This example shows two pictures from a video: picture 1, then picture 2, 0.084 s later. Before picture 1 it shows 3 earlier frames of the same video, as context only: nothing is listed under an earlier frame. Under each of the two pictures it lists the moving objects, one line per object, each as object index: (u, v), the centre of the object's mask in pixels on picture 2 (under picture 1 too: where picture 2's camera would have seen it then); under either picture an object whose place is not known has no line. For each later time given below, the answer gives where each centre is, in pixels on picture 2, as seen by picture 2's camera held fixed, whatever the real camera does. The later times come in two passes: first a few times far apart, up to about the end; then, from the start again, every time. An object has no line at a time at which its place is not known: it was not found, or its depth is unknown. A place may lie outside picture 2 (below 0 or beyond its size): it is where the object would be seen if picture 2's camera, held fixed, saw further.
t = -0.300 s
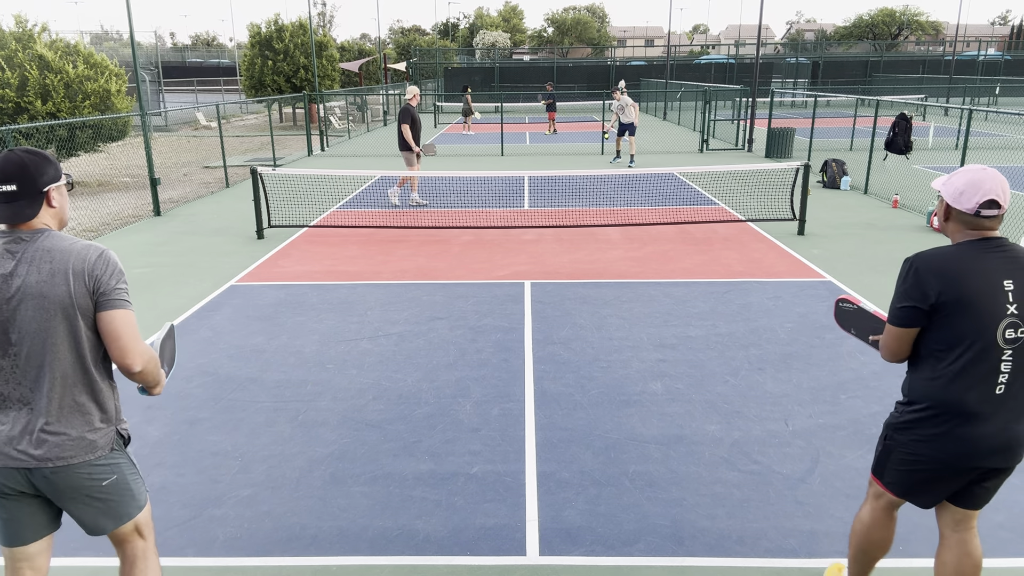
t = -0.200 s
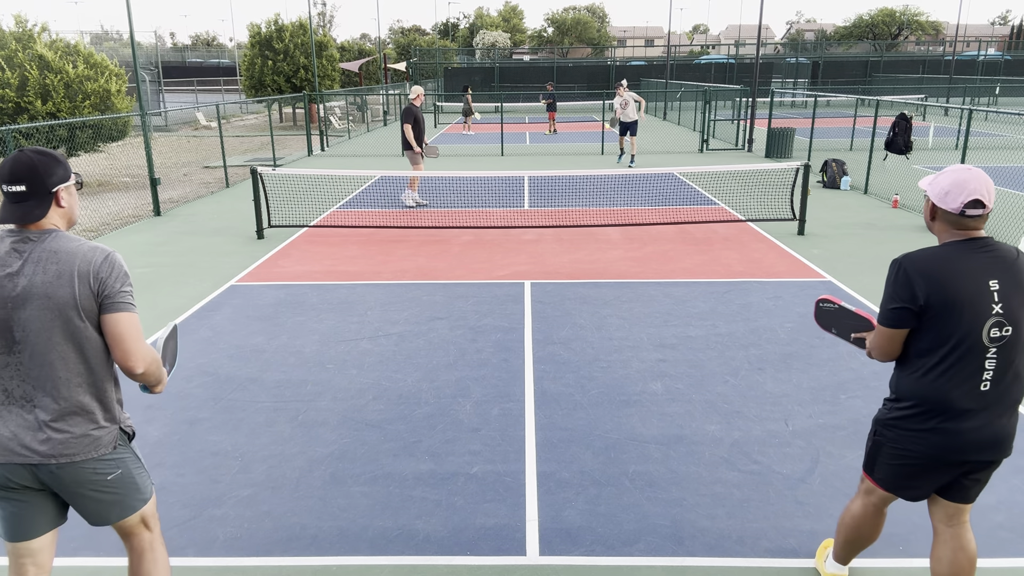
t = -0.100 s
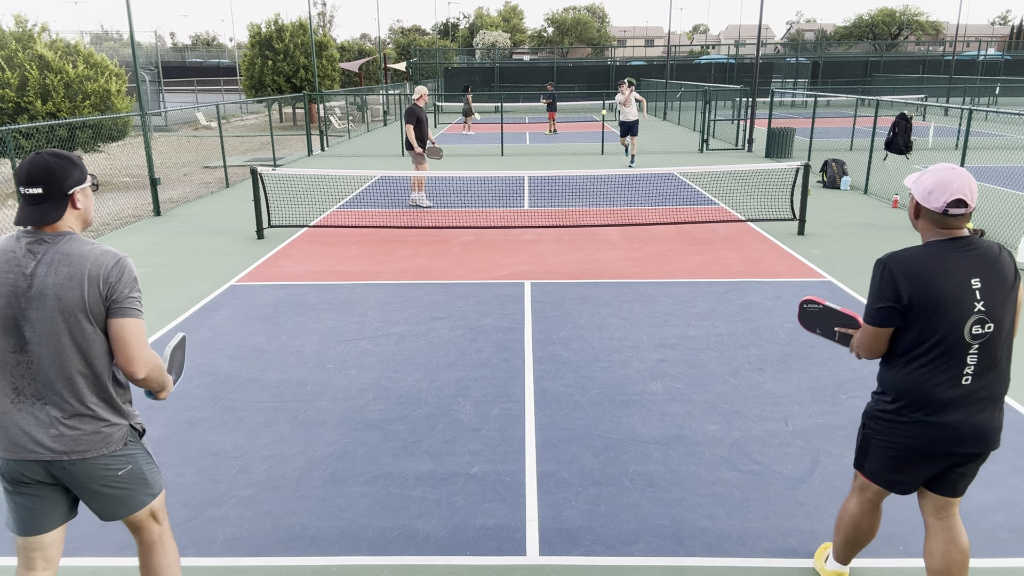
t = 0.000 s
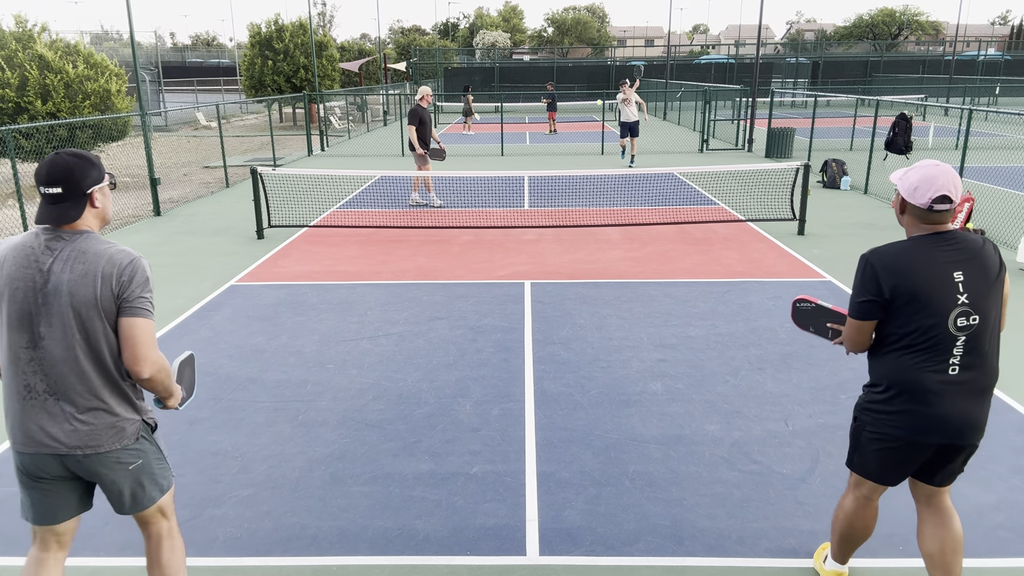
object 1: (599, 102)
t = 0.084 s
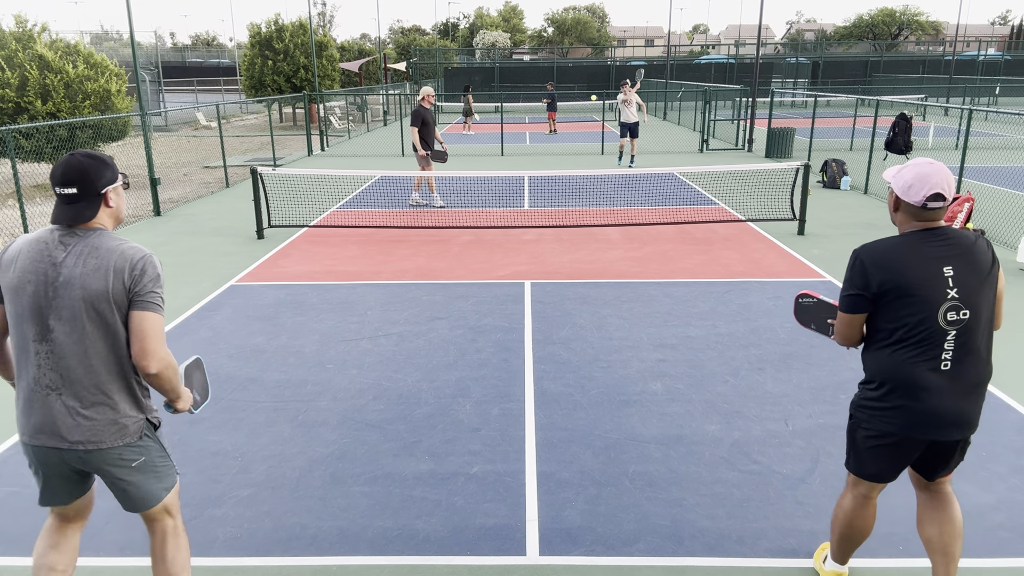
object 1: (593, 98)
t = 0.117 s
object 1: (591, 97)
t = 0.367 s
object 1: (561, 121)
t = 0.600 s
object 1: (510, 220)
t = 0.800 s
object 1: (436, 402)
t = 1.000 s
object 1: (353, 390)
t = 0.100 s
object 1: (592, 97)
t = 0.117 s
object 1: (591, 97)
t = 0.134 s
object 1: (589, 97)
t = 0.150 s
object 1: (588, 97)
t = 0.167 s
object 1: (586, 97)
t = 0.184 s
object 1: (584, 98)
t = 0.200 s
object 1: (583, 99)
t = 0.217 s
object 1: (581, 99)
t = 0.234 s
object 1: (579, 101)
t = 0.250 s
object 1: (577, 103)
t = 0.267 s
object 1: (575, 104)
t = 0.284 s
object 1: (573, 107)
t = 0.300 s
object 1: (571, 109)
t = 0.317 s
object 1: (568, 111)
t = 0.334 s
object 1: (566, 114)
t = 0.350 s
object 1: (563, 118)
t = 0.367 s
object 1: (561, 121)
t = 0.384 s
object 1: (558, 125)
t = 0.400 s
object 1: (555, 130)
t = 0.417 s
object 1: (552, 135)
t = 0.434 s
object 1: (549, 140)
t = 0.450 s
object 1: (546, 145)
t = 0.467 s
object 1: (542, 152)
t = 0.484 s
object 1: (538, 158)
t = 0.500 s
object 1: (535, 165)
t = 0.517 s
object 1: (531, 173)
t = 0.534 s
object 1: (527, 181)
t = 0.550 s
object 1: (522, 190)
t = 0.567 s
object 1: (519, 199)
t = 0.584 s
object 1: (515, 209)
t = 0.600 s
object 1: (510, 220)
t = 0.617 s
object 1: (505, 232)
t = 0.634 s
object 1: (500, 244)
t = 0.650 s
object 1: (495, 257)
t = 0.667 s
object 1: (489, 270)
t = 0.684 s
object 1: (484, 285)
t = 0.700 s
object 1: (477, 301)
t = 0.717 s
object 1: (471, 317)
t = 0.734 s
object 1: (464, 335)
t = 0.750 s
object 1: (457, 354)
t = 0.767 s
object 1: (450, 374)
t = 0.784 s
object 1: (443, 395)
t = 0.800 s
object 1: (436, 402)
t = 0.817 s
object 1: (431, 399)
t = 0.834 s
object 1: (425, 396)
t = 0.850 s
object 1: (419, 393)
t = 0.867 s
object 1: (413, 391)
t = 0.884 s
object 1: (406, 389)
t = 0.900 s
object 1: (400, 388)
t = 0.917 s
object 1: (393, 387)
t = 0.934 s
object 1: (385, 386)
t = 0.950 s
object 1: (378, 387)
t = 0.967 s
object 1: (370, 387)
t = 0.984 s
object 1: (361, 388)
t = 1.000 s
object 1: (353, 390)
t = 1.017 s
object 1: (344, 393)
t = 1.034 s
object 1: (334, 396)
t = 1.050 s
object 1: (324, 400)
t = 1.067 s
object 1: (314, 405)
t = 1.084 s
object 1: (303, 411)
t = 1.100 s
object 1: (291, 417)
